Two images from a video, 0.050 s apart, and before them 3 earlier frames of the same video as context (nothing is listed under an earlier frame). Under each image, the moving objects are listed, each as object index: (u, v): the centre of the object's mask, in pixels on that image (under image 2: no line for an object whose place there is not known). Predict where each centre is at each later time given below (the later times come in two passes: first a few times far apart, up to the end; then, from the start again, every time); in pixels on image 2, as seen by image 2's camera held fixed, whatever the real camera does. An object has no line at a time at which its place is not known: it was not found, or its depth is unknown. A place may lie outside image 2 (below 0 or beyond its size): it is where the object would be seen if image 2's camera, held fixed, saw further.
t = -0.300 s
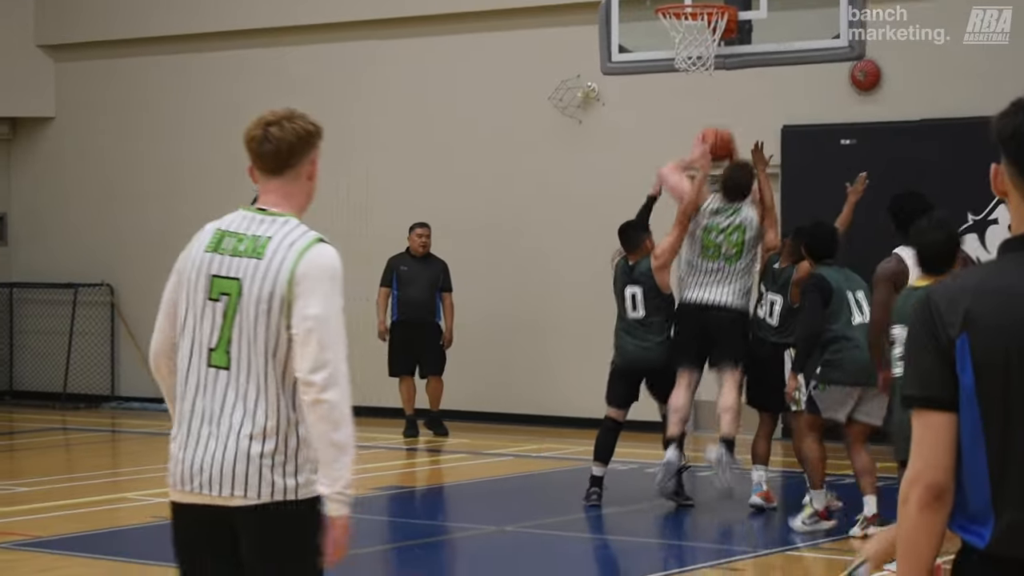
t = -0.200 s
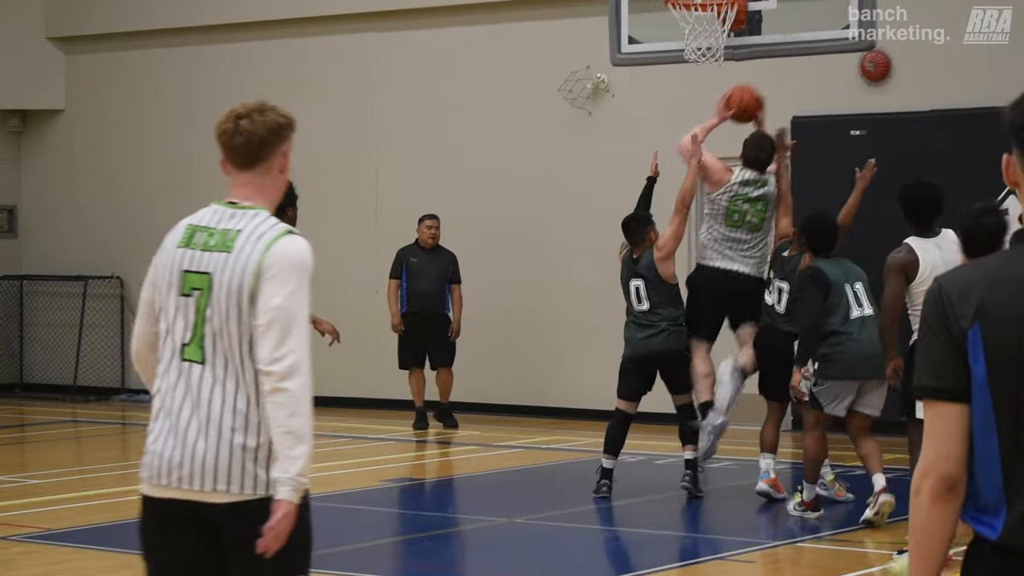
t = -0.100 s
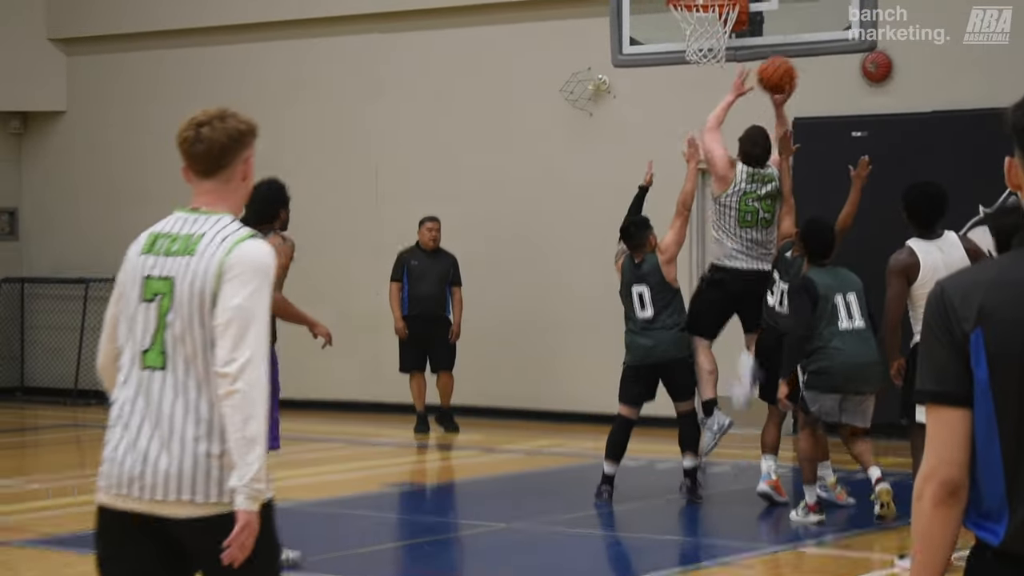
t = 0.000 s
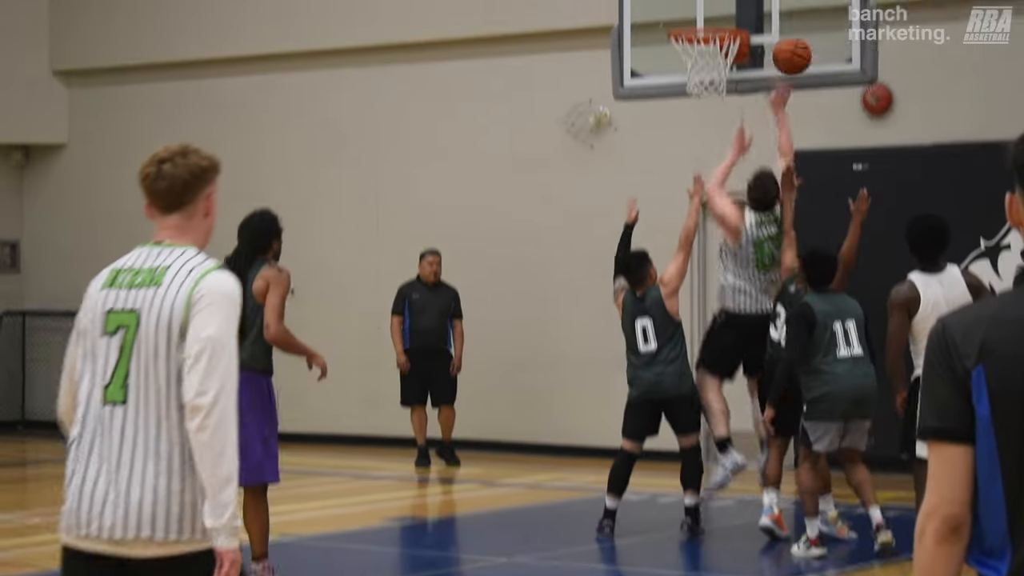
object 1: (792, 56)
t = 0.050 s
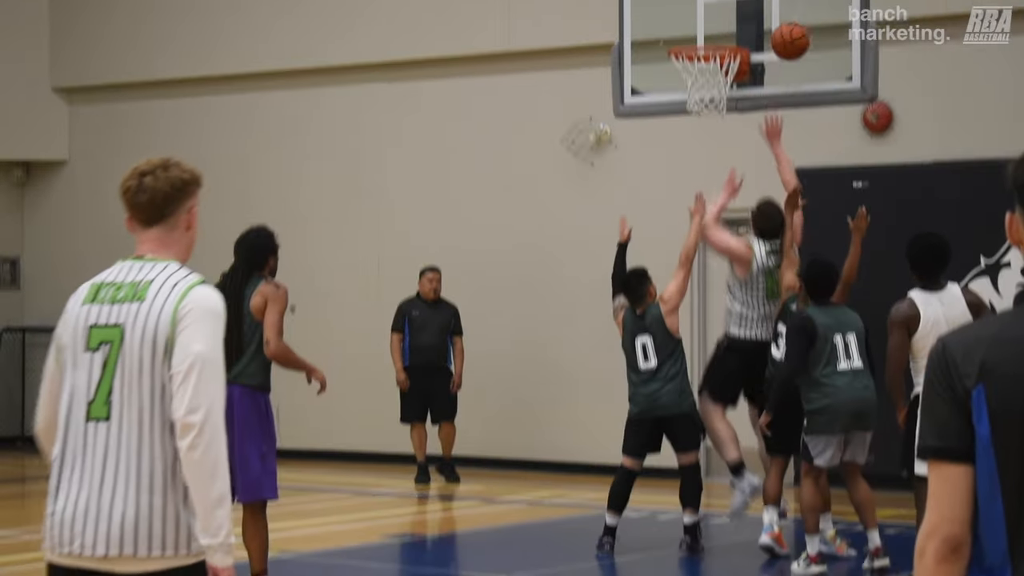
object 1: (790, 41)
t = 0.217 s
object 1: (779, -35)
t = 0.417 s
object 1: (740, -50)
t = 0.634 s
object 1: (700, 6)
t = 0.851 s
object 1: (715, 16)
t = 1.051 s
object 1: (717, 32)
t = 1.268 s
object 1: (700, 71)
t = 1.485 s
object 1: (722, 95)
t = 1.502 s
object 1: (723, 97)
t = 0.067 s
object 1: (789, 31)
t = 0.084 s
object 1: (789, 21)
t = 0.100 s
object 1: (788, 12)
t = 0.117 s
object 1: (788, 3)
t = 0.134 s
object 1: (788, -5)
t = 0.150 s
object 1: (787, -13)
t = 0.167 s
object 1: (786, -20)
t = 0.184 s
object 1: (786, -27)
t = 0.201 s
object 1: (783, -31)
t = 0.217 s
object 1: (779, -35)
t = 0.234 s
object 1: (777, -39)
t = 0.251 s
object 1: (772, -41)
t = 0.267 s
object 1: (769, -44)
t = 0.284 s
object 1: (766, -47)
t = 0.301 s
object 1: (763, -49)
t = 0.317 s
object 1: (760, -50)
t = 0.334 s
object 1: (757, -52)
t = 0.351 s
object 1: (753, -52)
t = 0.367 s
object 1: (751, -53)
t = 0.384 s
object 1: (747, -53)
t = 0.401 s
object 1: (744, -52)
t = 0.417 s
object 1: (740, -50)
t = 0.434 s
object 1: (738, -49)
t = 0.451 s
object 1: (734, -47)
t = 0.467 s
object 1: (732, -44)
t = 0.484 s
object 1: (728, -41)
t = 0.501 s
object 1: (725, -38)
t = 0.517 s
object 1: (723, -36)
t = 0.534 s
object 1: (720, -31)
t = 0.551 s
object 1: (717, -26)
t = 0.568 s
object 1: (713, -21)
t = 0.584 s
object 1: (711, -16)
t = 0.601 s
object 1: (706, -8)
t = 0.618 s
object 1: (704, -2)
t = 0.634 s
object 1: (700, 6)
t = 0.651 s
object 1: (697, 13)
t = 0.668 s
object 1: (693, 21)
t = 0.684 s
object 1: (692, 27)
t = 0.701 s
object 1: (695, 25)
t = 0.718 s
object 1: (697, 22)
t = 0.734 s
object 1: (699, 20)
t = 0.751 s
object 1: (701, 18)
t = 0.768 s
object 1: (704, 17)
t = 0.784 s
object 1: (706, 16)
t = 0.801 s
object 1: (708, 15)
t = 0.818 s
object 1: (710, 15)
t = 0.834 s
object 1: (713, 16)
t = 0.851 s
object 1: (715, 16)
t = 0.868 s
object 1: (717, 18)
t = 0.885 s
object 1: (719, 19)
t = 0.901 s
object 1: (721, 22)
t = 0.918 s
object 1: (724, 24)
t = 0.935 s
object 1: (726, 26)
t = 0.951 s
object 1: (728, 28)
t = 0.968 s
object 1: (729, 31)
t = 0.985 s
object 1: (728, 31)
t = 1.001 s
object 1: (726, 32)
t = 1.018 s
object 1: (723, 32)
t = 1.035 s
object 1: (720, 32)
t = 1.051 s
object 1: (717, 32)
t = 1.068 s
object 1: (713, 33)
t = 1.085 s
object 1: (710, 34)
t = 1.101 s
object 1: (707, 36)
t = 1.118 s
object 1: (703, 36)
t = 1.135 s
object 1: (700, 38)
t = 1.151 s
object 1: (696, 39)
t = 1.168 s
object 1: (700, 53)
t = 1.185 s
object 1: (698, 57)
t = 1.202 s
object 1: (698, 60)
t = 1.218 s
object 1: (697, 63)
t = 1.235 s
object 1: (698, 64)
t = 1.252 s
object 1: (699, 67)
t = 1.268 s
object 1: (700, 71)
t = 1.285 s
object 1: (701, 74)
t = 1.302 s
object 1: (702, 79)
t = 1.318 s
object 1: (704, 81)
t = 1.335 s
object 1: (706, 84)
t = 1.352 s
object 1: (708, 84)
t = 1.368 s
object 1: (710, 86)
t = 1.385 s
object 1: (712, 88)
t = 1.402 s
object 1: (714, 89)
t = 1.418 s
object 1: (715, 90)
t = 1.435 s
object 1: (718, 92)
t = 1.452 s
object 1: (718, 94)
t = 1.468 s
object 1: (719, 95)
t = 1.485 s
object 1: (722, 95)
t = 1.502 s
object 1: (723, 97)
